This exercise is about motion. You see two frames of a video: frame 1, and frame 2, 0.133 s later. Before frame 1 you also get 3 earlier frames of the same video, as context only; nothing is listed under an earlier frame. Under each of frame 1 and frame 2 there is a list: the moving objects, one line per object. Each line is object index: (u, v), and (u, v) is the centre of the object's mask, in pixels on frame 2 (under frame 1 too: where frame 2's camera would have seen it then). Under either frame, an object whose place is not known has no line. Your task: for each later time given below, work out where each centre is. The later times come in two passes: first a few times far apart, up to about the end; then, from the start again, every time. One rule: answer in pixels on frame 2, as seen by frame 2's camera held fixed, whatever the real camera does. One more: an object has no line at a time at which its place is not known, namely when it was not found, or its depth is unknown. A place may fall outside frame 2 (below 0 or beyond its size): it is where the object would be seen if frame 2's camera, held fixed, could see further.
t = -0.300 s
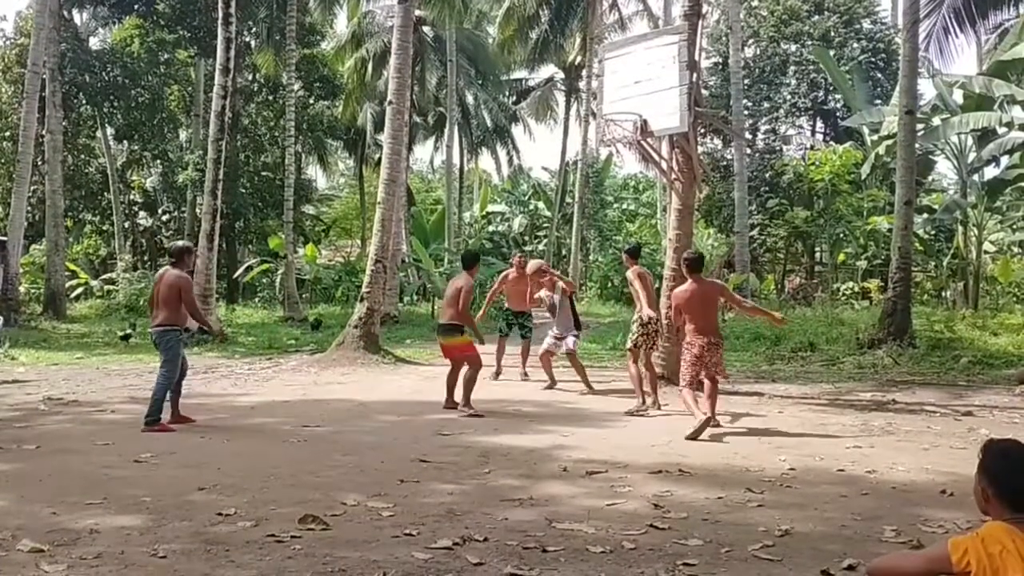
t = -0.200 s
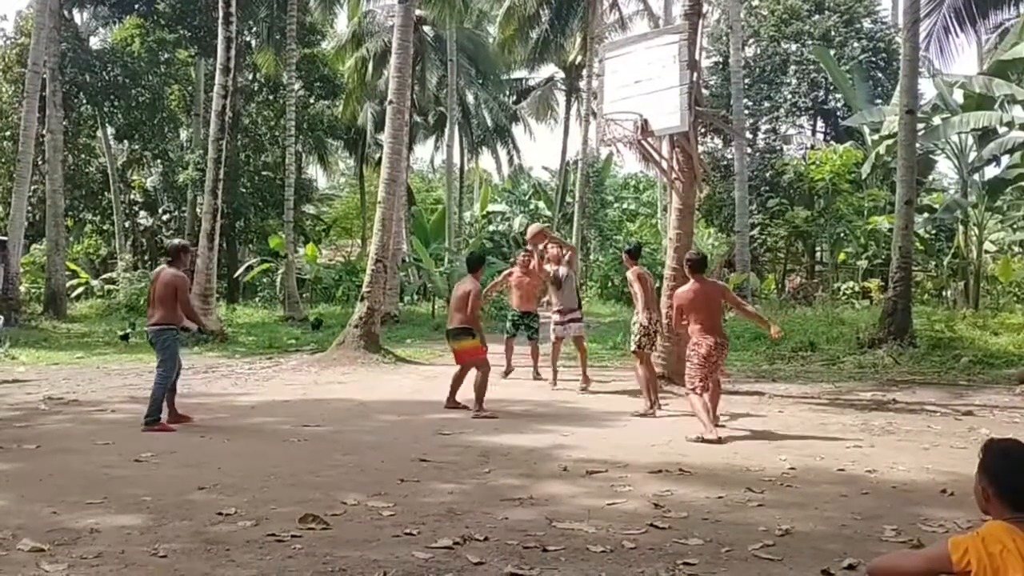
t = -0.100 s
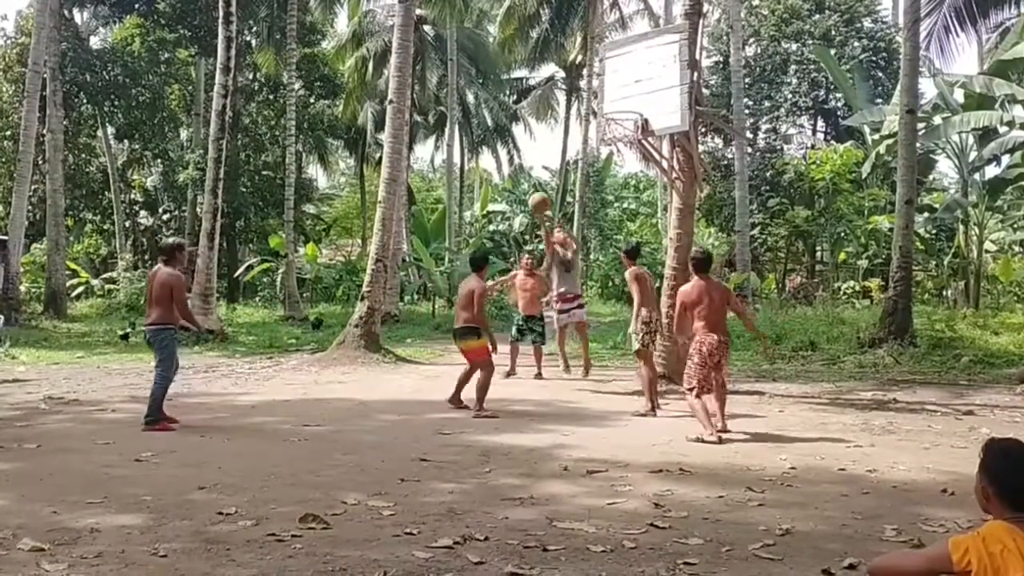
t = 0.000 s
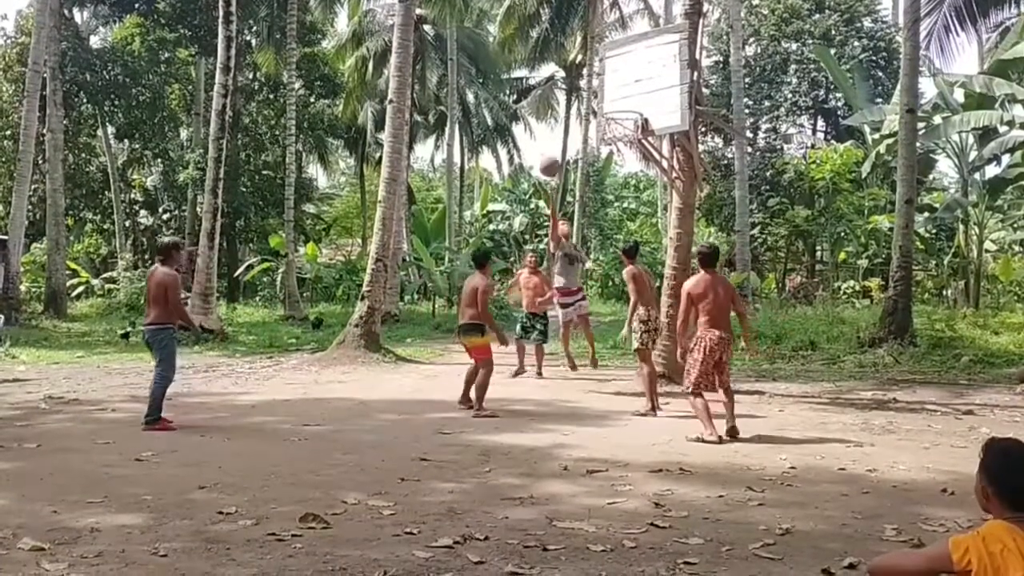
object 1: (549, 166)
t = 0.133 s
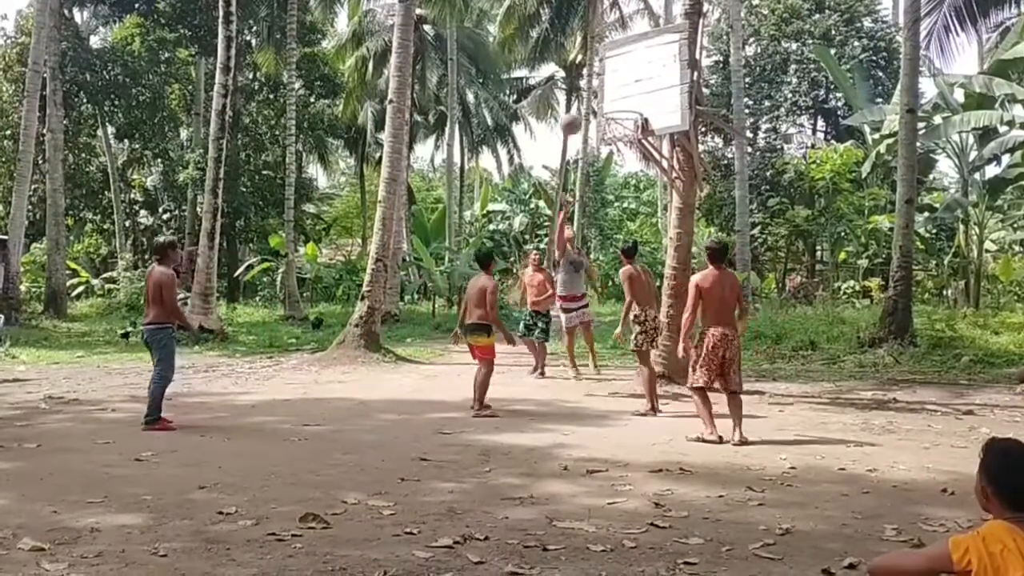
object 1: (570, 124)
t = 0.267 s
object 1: (593, 99)
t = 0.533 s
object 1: (629, 94)
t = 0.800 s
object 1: (612, 99)
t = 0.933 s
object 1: (603, 105)
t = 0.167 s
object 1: (576, 116)
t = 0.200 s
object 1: (581, 110)
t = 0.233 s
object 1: (587, 103)
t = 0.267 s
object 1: (593, 99)
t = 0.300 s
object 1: (599, 94)
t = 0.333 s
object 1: (605, 90)
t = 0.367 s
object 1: (611, 87)
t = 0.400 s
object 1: (616, 86)
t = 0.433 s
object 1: (622, 86)
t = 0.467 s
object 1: (626, 88)
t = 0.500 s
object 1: (627, 90)
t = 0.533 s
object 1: (629, 94)
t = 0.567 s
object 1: (631, 99)
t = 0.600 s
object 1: (632, 106)
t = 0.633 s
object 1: (630, 107)
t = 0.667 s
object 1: (624, 107)
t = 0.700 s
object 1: (619, 107)
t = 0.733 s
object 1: (616, 103)
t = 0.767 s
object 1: (614, 101)
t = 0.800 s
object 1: (612, 99)
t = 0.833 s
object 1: (610, 100)
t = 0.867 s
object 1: (608, 101)
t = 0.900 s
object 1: (606, 103)
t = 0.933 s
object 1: (603, 105)
